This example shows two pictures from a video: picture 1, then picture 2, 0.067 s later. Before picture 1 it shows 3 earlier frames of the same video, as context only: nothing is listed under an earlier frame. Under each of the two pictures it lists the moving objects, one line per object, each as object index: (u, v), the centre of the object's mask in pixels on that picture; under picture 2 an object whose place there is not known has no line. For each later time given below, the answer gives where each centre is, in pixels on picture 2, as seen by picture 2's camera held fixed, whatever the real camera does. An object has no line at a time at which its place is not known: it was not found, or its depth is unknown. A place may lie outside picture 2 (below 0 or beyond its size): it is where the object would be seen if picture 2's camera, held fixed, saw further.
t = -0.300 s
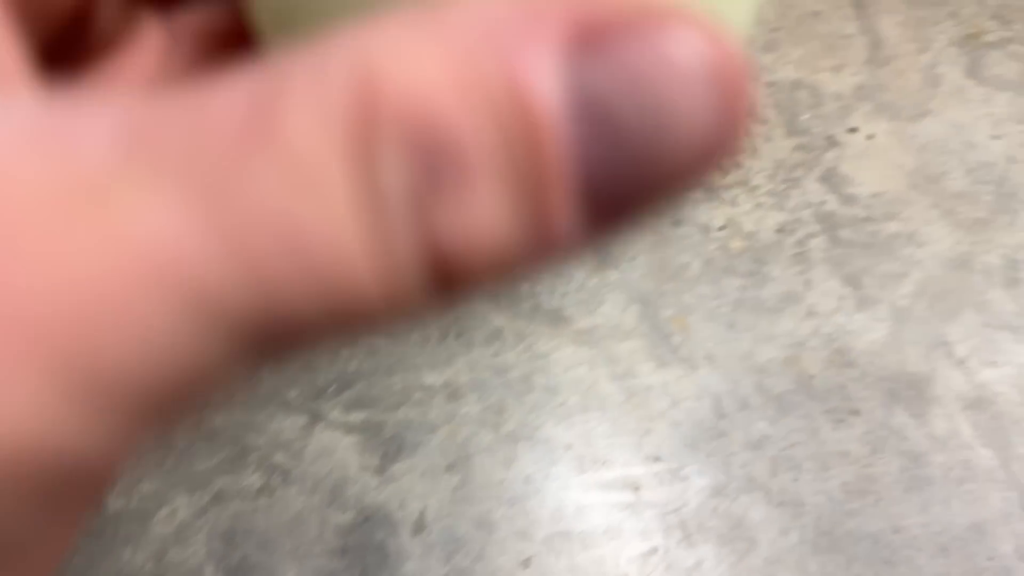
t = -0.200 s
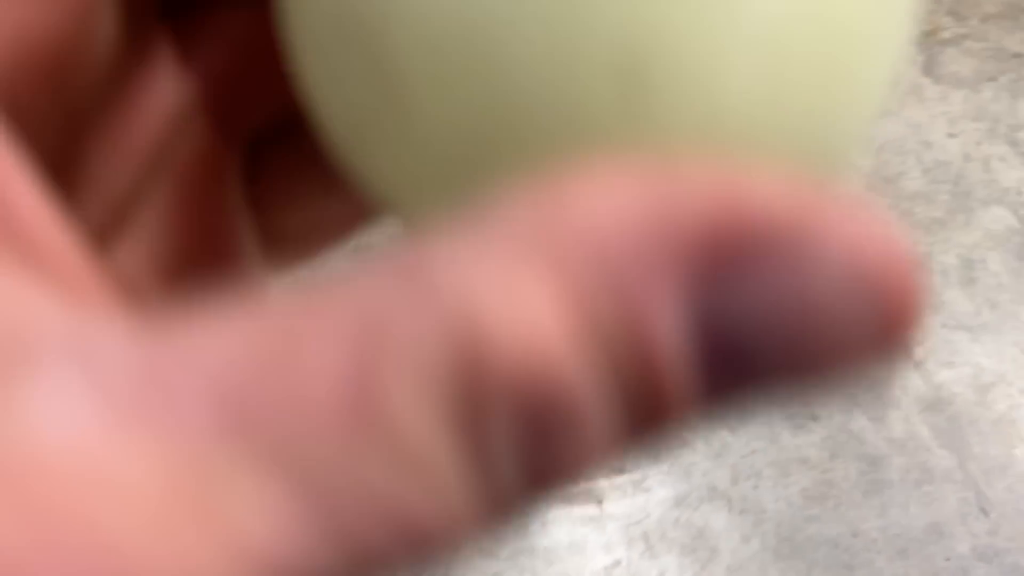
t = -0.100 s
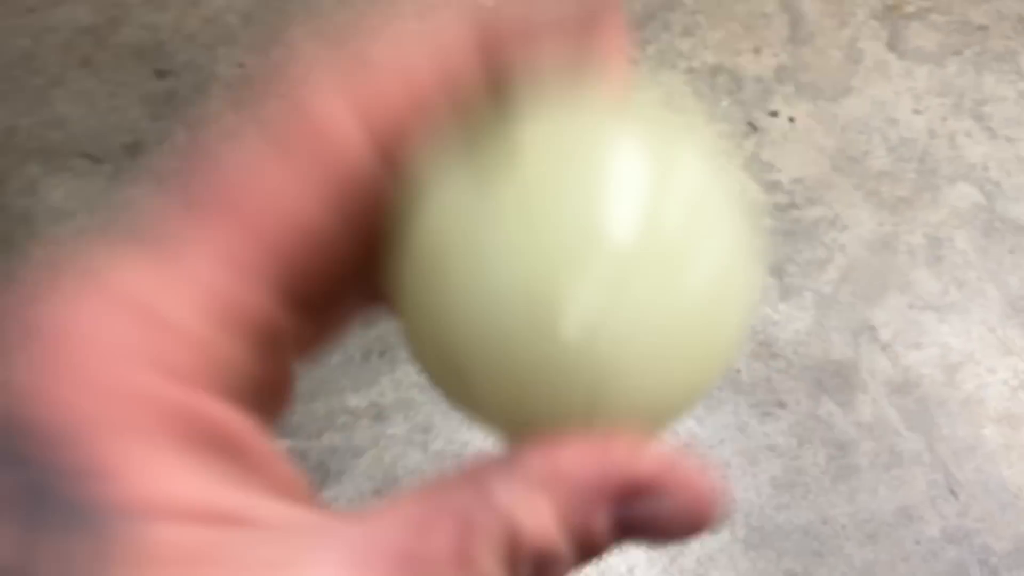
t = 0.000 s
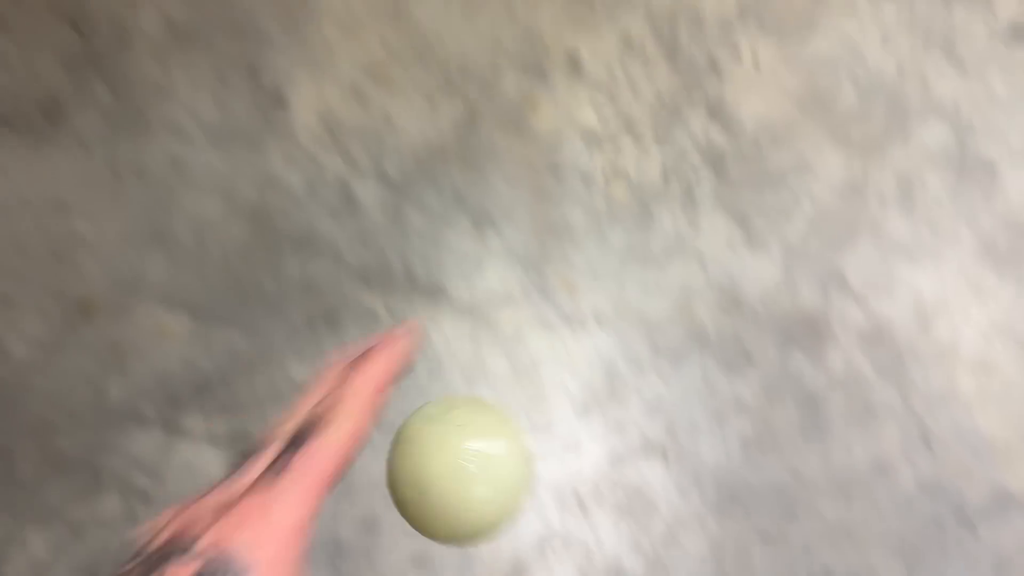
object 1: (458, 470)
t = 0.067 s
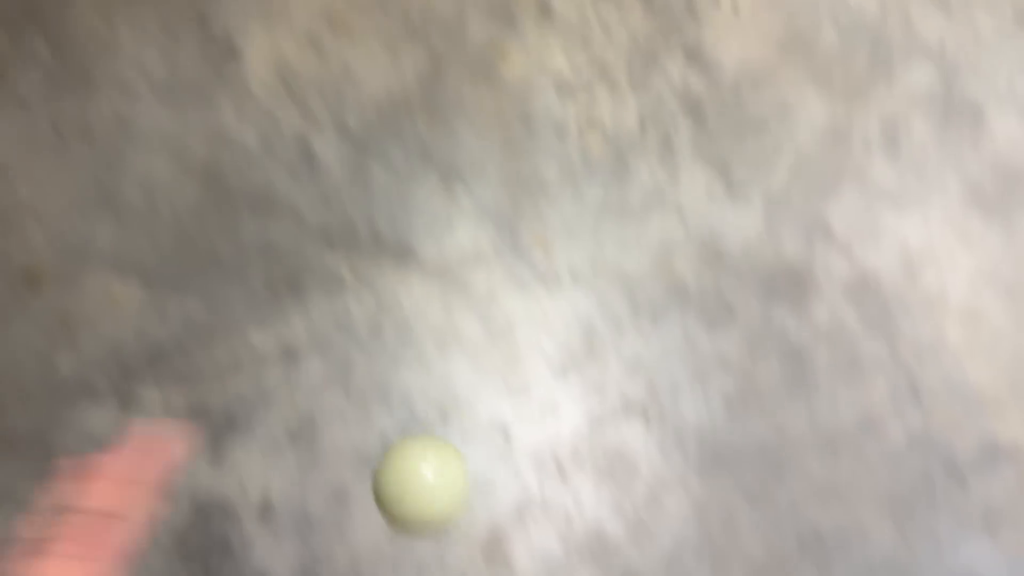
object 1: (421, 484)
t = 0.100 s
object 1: (422, 496)
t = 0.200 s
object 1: (436, 505)
